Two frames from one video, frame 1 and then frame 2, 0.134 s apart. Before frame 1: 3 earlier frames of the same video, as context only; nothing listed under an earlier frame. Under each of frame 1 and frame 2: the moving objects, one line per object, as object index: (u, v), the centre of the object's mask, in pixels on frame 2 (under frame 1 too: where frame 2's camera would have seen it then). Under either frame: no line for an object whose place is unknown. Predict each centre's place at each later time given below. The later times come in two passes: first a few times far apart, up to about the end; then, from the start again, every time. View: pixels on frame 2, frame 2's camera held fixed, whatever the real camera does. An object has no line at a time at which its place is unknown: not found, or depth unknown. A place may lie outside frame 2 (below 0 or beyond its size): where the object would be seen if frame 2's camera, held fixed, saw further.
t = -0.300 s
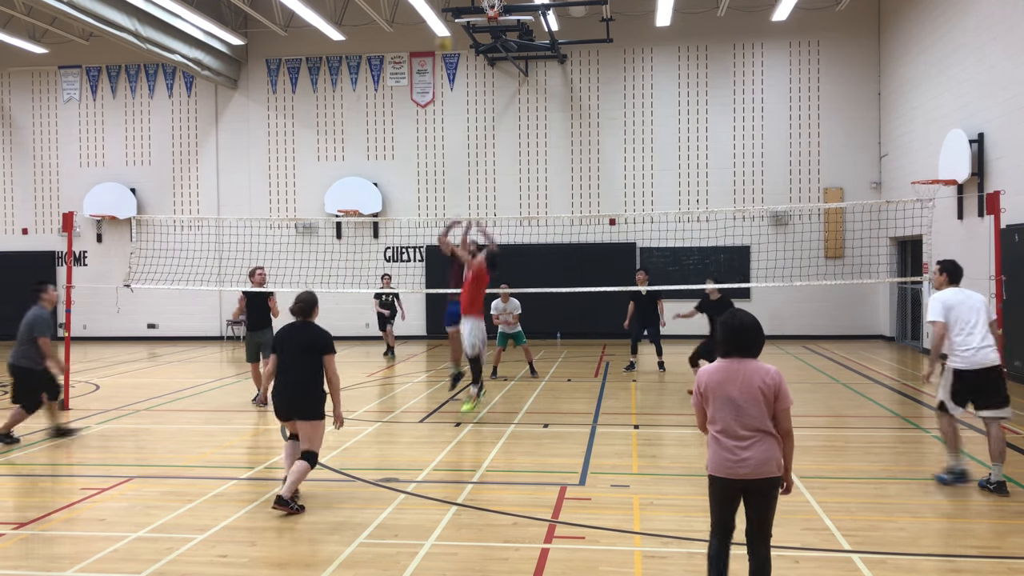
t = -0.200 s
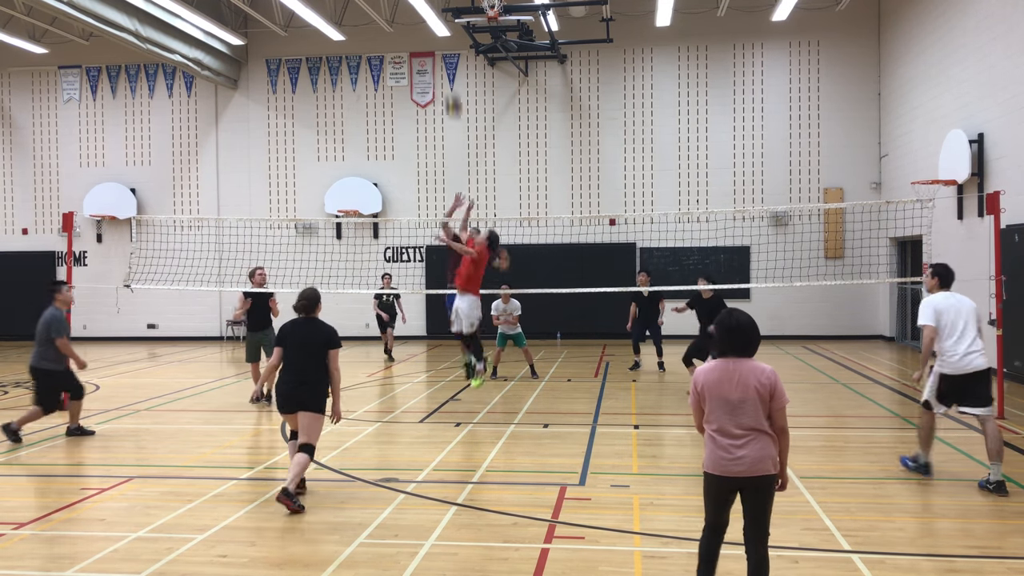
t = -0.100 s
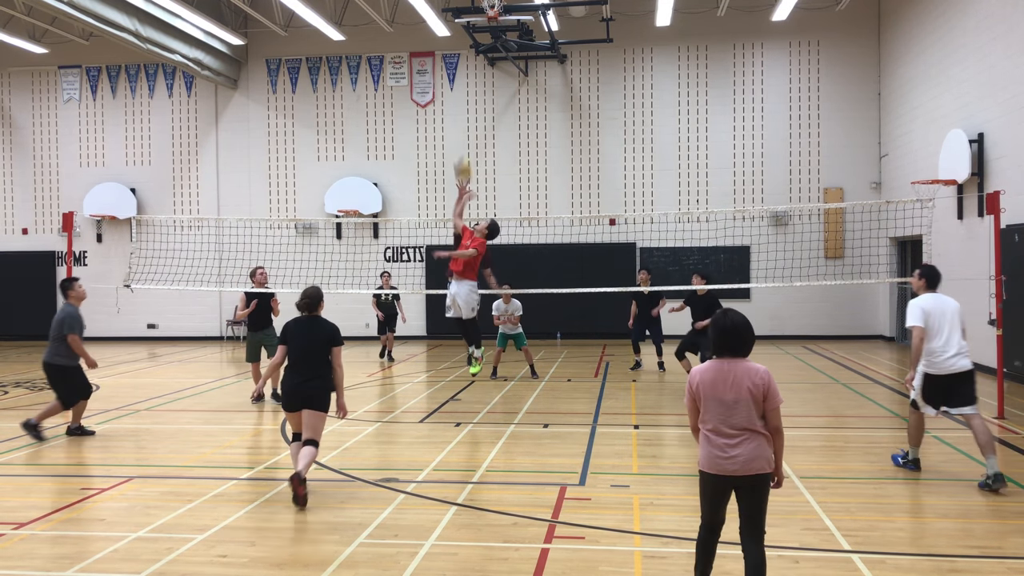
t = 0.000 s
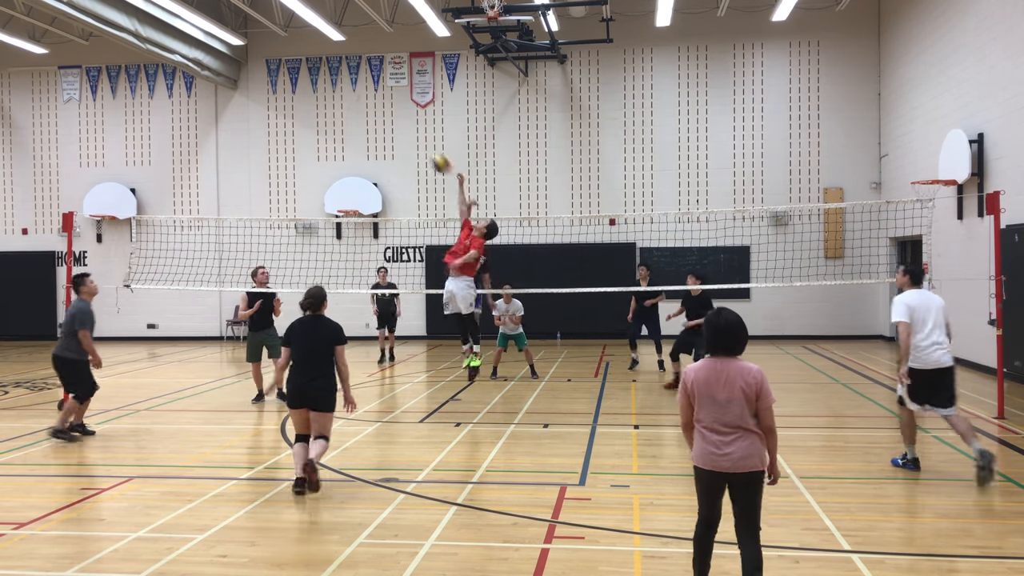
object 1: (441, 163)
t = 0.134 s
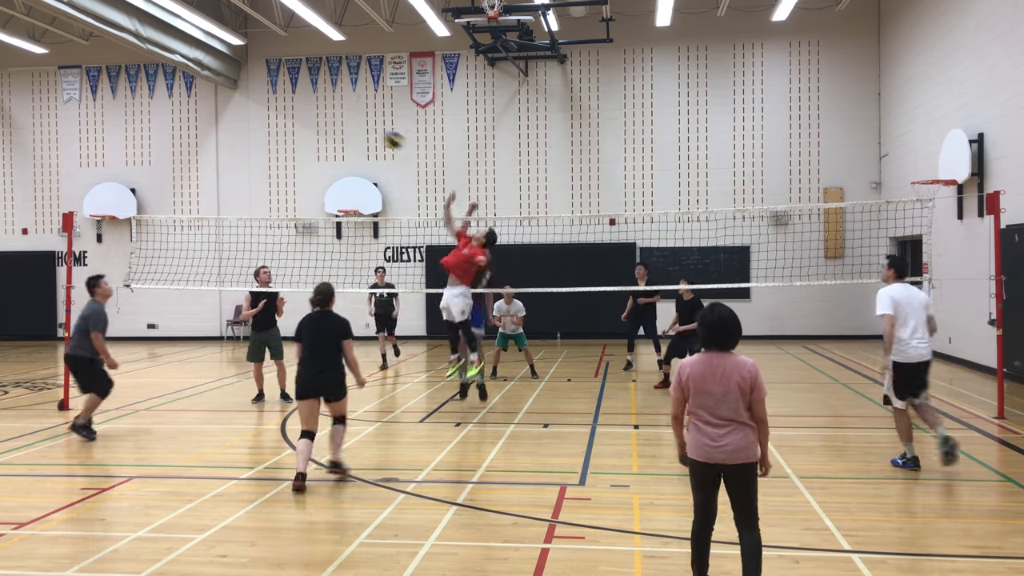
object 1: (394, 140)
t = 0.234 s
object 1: (357, 131)
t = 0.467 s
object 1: (274, 146)
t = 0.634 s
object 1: (214, 187)
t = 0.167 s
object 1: (381, 135)
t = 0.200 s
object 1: (369, 132)
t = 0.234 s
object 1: (357, 131)
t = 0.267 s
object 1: (345, 130)
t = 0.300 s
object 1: (332, 130)
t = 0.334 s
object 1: (320, 131)
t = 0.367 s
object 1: (307, 134)
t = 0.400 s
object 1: (296, 137)
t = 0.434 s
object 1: (285, 141)
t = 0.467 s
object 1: (274, 146)
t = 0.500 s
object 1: (262, 151)
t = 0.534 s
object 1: (250, 159)
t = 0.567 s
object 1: (237, 167)
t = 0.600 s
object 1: (225, 176)
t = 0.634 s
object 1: (214, 187)
